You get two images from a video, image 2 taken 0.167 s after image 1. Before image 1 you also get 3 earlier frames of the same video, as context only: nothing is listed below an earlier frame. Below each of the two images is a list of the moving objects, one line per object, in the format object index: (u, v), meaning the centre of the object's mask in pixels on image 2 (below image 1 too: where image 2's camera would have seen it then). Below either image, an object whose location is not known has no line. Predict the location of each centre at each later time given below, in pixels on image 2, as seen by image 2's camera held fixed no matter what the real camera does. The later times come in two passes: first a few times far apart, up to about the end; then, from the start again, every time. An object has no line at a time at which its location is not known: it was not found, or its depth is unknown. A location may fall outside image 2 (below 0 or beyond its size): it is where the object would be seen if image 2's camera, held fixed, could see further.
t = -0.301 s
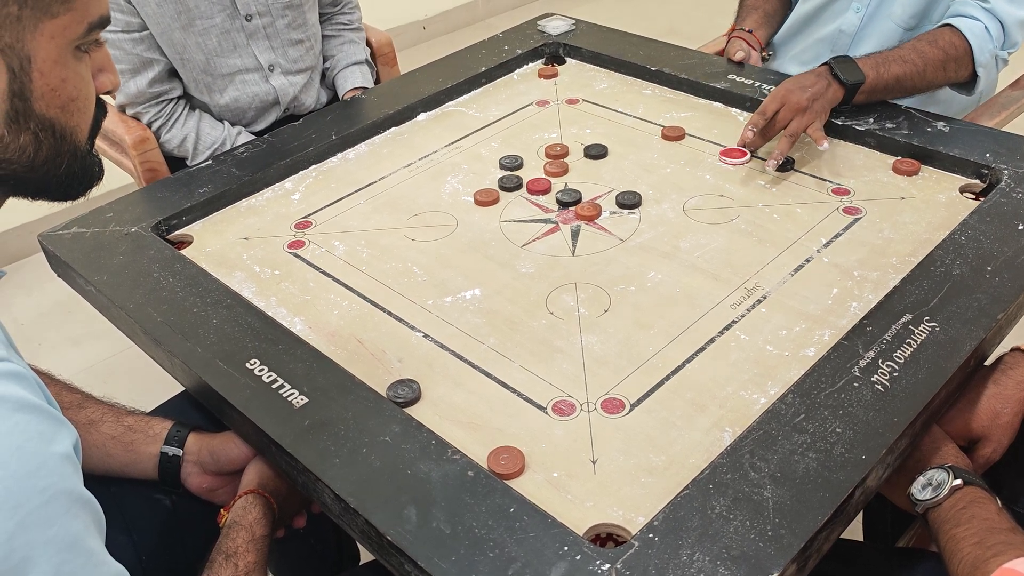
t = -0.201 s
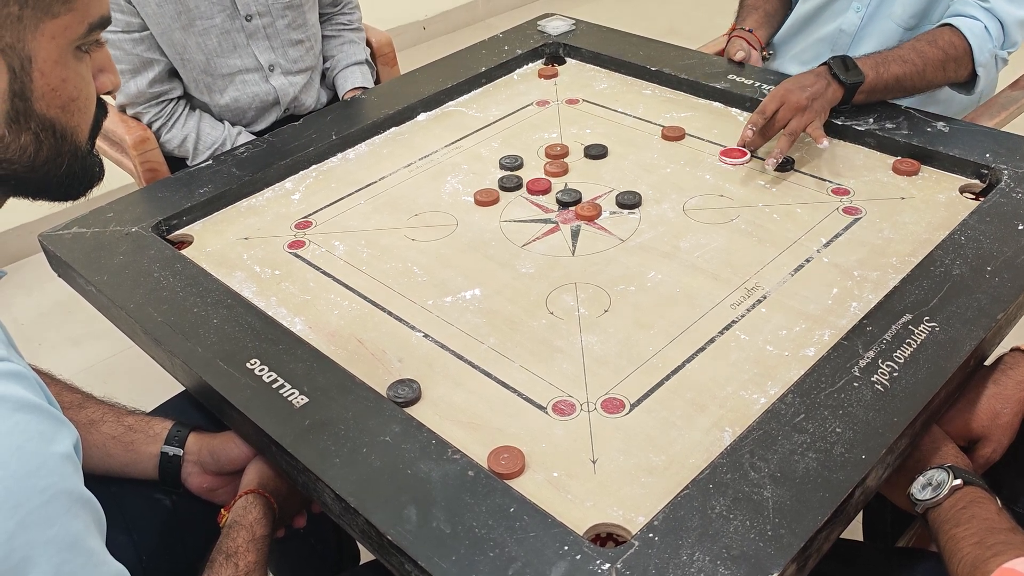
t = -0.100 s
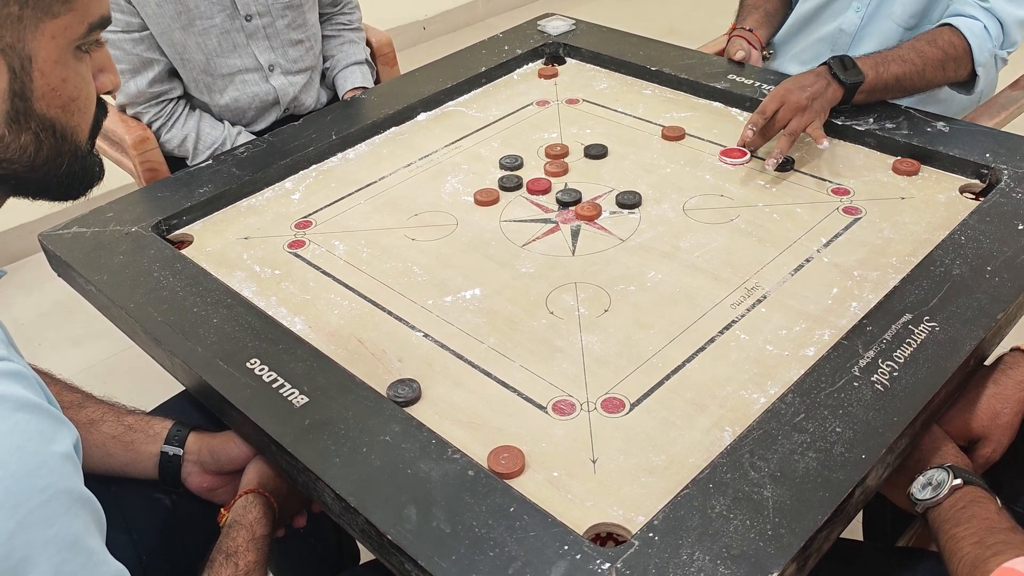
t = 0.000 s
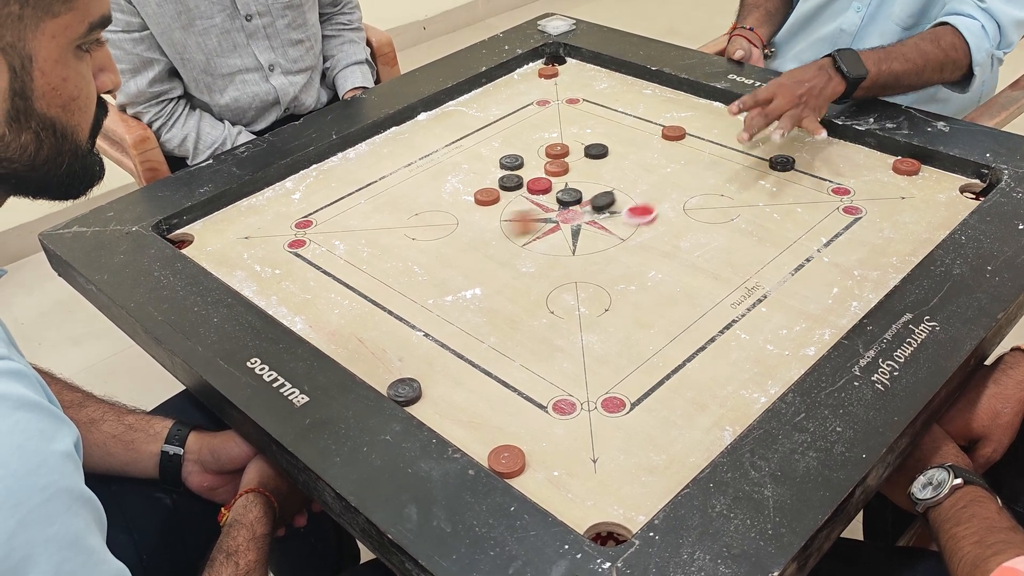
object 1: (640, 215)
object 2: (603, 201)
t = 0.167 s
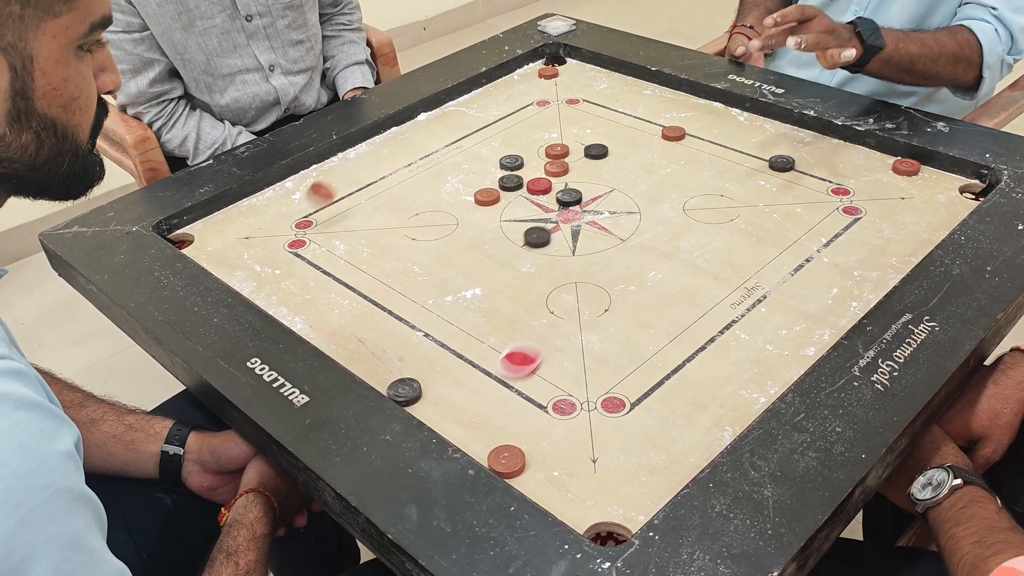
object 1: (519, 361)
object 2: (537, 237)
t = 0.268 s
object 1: (497, 428)
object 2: (512, 250)
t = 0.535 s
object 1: (758, 377)
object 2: (493, 259)
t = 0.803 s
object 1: (789, 304)
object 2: (493, 259)
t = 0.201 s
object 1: (491, 397)
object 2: (528, 241)
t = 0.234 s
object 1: (463, 431)
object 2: (519, 246)
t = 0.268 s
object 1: (497, 428)
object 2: (512, 250)
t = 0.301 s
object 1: (535, 421)
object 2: (505, 253)
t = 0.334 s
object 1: (571, 413)
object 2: (500, 256)
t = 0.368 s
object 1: (609, 405)
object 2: (497, 258)
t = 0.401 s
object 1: (643, 399)
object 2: (494, 259)
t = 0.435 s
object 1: (673, 392)
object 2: (493, 259)
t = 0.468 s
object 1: (703, 387)
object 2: (493, 259)
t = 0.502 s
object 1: (732, 381)
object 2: (493, 259)
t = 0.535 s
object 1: (758, 377)
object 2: (493, 259)
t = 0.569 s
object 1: (780, 371)
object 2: (493, 259)
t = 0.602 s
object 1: (790, 361)
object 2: (493, 259)
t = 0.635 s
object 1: (791, 349)
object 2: (493, 259)
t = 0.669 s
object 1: (790, 338)
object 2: (493, 259)
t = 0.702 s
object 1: (790, 327)
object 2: (493, 259)
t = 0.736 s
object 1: (789, 319)
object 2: (493, 259)
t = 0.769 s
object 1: (789, 311)
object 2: (493, 259)
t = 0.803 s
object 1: (789, 304)
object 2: (493, 259)
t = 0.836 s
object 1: (789, 297)
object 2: (493, 259)
